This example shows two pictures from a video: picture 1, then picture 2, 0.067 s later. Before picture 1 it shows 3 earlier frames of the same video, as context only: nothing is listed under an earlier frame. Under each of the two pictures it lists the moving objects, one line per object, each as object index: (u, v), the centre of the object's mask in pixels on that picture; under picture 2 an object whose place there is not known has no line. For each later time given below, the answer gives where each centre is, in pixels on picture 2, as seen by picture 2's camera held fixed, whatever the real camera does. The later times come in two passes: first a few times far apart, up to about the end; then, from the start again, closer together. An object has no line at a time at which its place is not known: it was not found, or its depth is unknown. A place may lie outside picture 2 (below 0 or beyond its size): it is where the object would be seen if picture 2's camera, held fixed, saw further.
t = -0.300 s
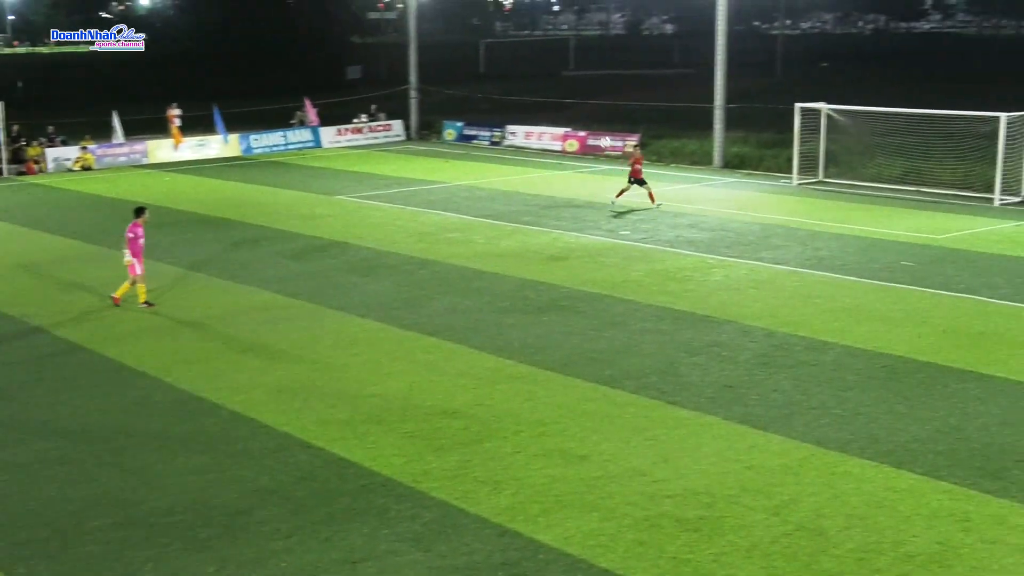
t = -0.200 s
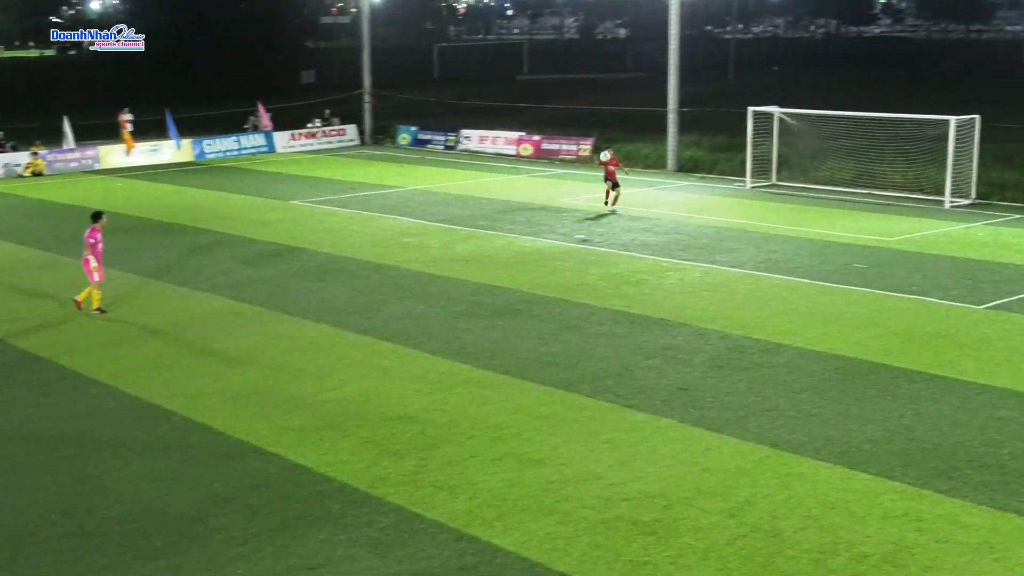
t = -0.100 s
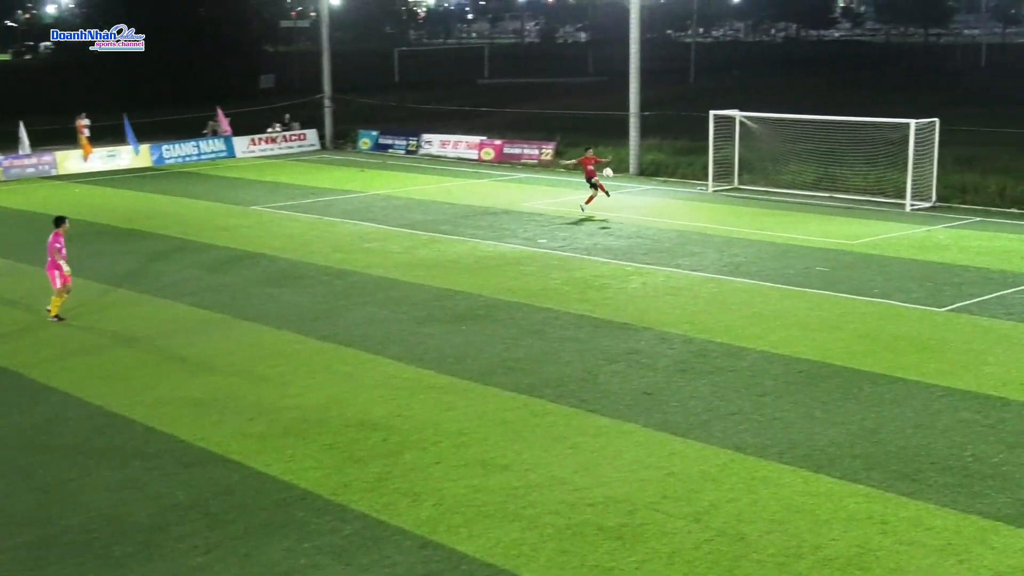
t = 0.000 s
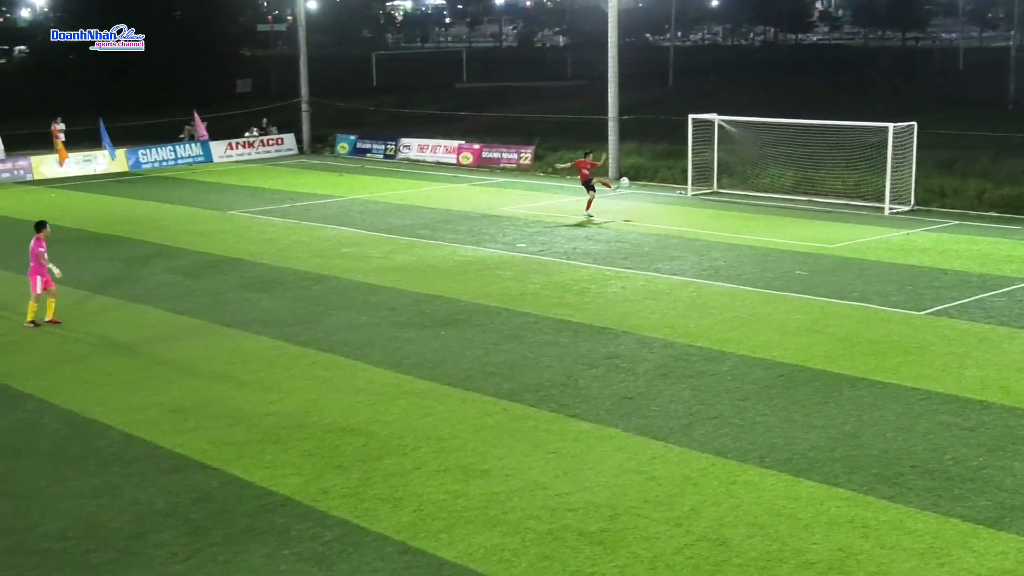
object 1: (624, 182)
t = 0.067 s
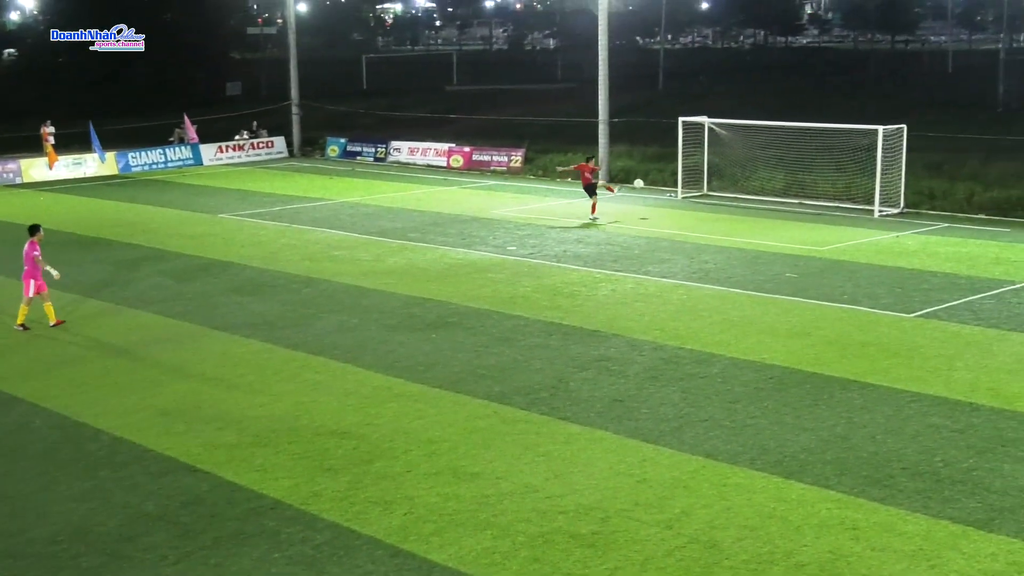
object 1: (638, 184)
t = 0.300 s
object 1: (713, 193)
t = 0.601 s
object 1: (749, 159)
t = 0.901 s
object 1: (745, 146)
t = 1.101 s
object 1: (741, 157)
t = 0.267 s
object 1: (703, 190)
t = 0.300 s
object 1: (713, 193)
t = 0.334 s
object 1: (722, 194)
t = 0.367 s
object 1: (728, 189)
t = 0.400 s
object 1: (734, 184)
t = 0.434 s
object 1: (739, 179)
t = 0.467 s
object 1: (744, 174)
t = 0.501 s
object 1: (746, 170)
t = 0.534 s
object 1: (748, 167)
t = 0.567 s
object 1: (749, 162)
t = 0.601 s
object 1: (749, 159)
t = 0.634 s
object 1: (749, 156)
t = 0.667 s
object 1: (748, 152)
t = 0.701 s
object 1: (748, 151)
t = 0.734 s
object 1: (748, 149)
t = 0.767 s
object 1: (747, 147)
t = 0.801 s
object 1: (747, 146)
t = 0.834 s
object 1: (746, 146)
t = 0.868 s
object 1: (746, 146)
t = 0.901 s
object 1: (745, 146)
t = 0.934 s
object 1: (745, 146)
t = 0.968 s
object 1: (744, 147)
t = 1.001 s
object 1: (744, 149)
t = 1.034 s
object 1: (743, 151)
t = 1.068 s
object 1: (742, 154)
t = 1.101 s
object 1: (741, 157)
